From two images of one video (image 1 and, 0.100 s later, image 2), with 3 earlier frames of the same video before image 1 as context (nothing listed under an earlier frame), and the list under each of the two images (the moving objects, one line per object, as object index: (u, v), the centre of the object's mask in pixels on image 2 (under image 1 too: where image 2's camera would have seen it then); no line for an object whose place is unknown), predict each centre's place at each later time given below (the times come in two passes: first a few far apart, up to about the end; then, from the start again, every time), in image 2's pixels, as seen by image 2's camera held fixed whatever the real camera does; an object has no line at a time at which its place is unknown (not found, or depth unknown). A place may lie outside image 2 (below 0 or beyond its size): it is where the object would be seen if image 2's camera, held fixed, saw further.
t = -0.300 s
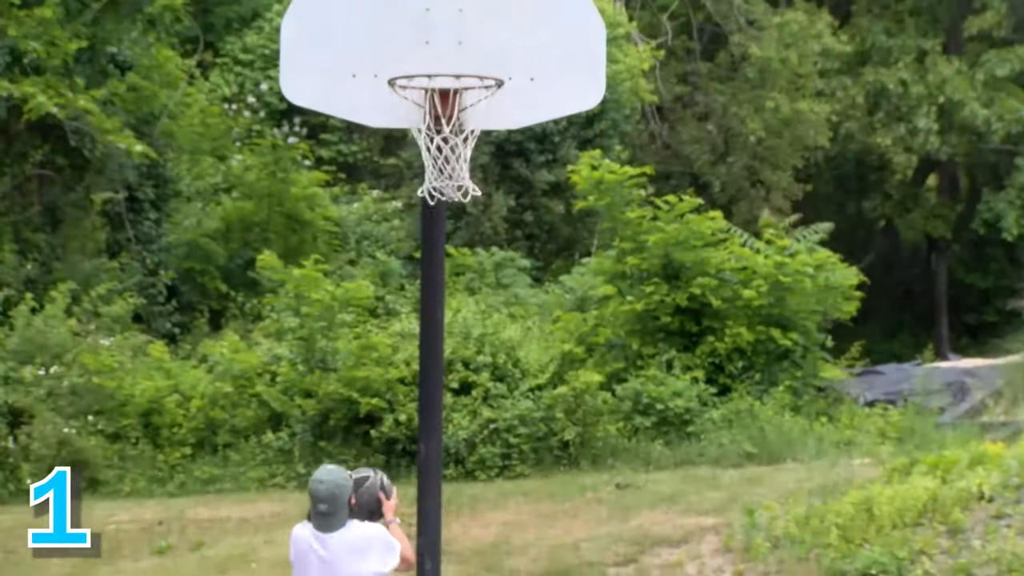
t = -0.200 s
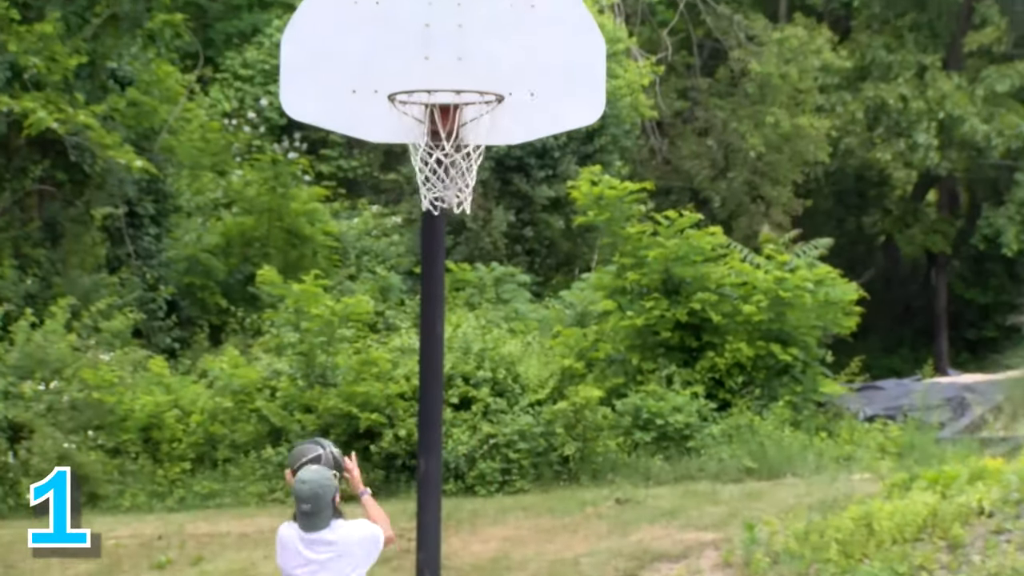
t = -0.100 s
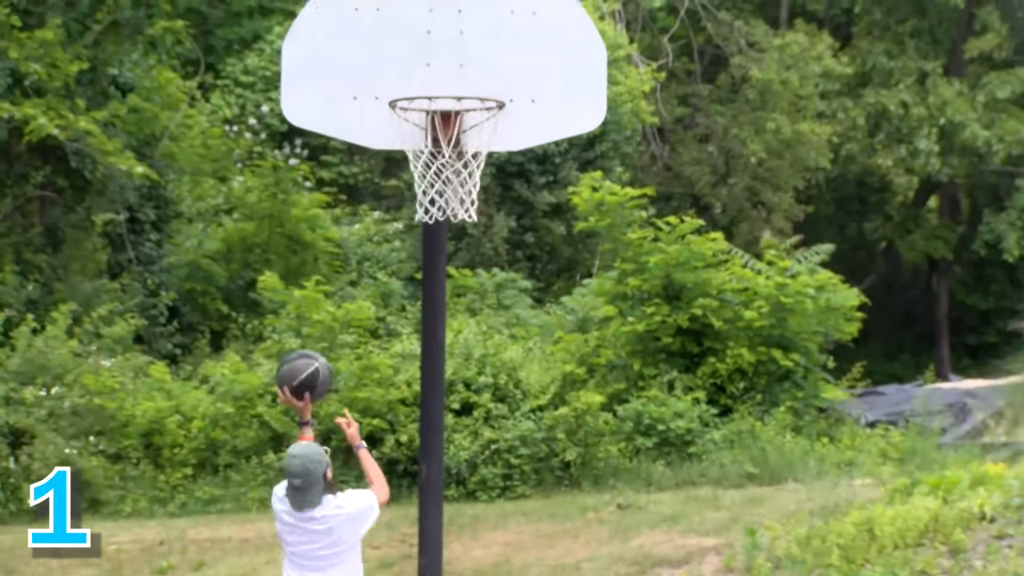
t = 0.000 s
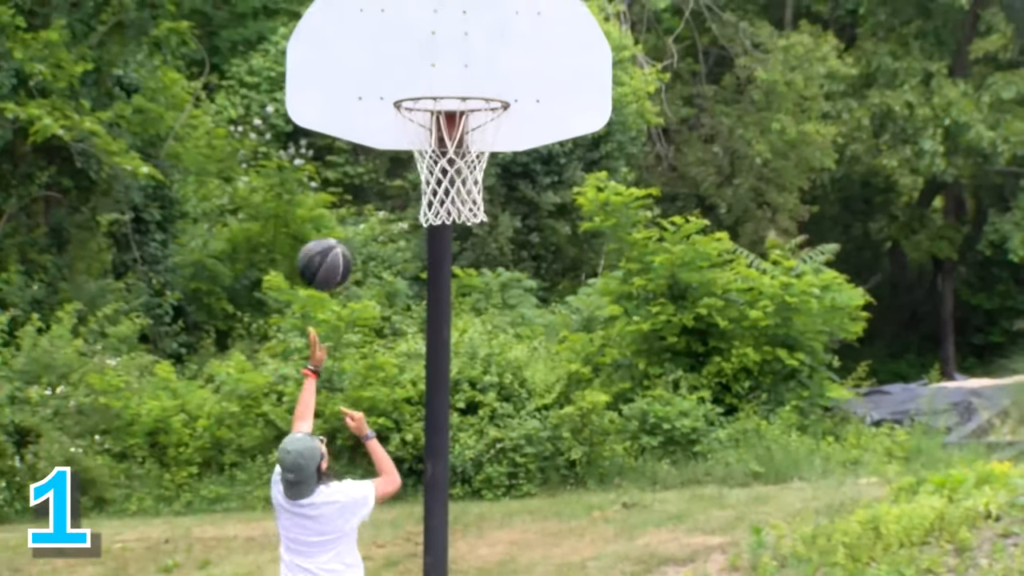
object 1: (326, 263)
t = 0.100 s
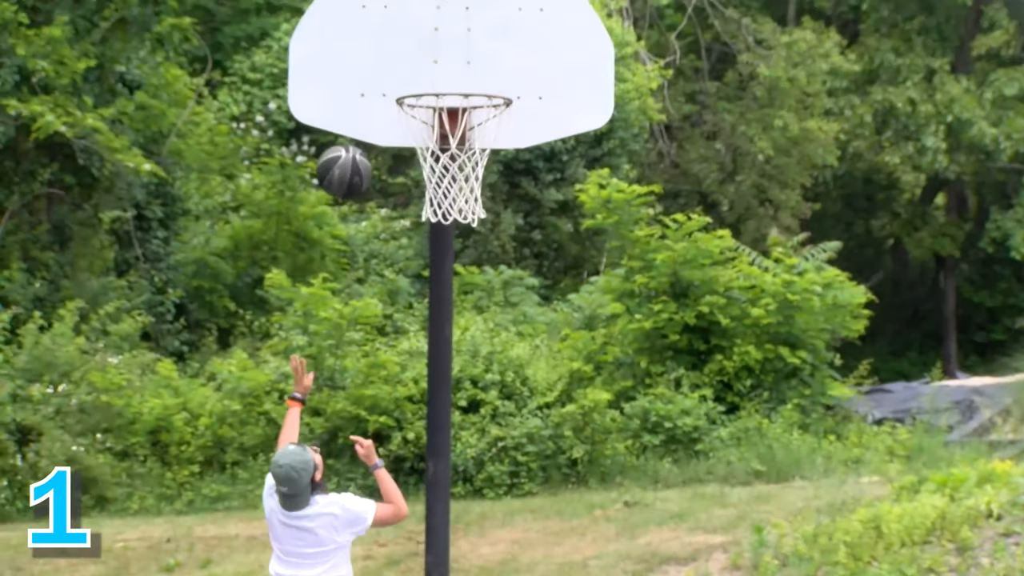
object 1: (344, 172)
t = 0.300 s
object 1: (378, 79)
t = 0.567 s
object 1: (384, 81)
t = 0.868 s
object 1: (330, 176)
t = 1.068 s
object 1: (293, 359)
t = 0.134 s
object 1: (349, 148)
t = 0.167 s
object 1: (355, 126)
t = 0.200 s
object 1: (361, 106)
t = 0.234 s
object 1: (366, 91)
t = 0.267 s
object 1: (372, 84)
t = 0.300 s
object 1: (378, 79)
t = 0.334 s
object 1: (384, 76)
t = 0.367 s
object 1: (389, 75)
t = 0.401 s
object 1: (394, 76)
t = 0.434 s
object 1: (393, 73)
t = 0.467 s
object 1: (391, 72)
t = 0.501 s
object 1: (389, 72)
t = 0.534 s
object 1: (386, 75)
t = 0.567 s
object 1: (384, 81)
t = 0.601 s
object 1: (379, 82)
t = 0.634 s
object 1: (373, 84)
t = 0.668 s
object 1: (367, 89)
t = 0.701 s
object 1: (361, 97)
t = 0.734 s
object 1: (354, 108)
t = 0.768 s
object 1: (348, 120)
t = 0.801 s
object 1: (342, 136)
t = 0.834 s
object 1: (335, 155)
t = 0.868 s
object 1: (330, 176)
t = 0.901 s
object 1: (324, 200)
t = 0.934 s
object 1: (317, 226)
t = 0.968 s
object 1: (310, 256)
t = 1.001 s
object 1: (305, 287)
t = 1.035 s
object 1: (299, 322)
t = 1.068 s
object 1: (293, 359)
